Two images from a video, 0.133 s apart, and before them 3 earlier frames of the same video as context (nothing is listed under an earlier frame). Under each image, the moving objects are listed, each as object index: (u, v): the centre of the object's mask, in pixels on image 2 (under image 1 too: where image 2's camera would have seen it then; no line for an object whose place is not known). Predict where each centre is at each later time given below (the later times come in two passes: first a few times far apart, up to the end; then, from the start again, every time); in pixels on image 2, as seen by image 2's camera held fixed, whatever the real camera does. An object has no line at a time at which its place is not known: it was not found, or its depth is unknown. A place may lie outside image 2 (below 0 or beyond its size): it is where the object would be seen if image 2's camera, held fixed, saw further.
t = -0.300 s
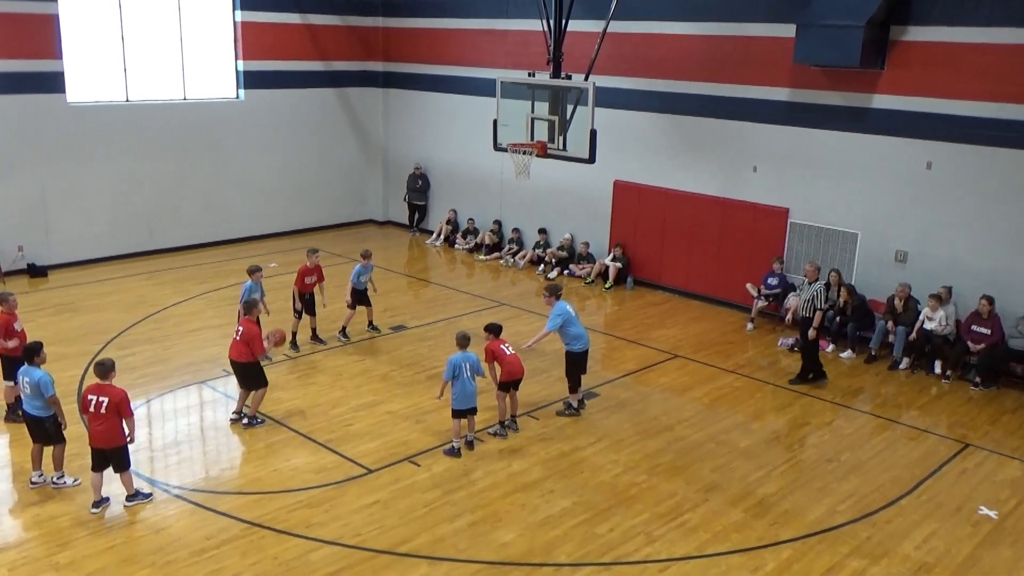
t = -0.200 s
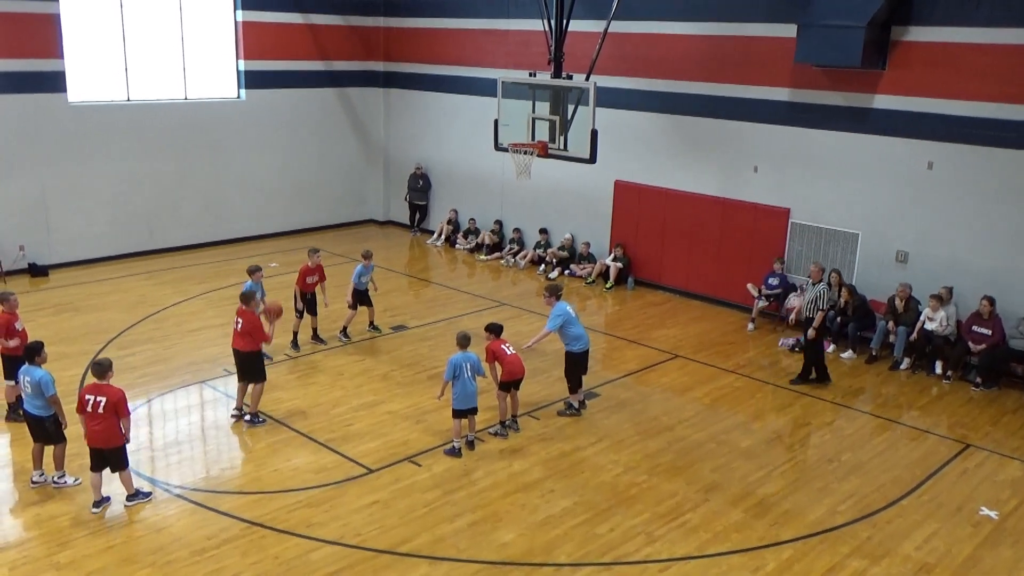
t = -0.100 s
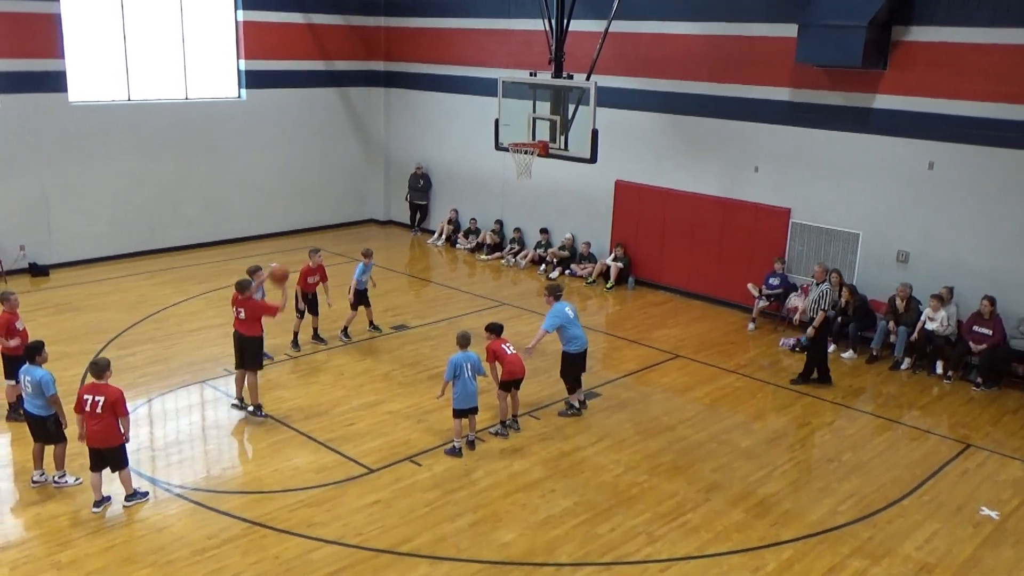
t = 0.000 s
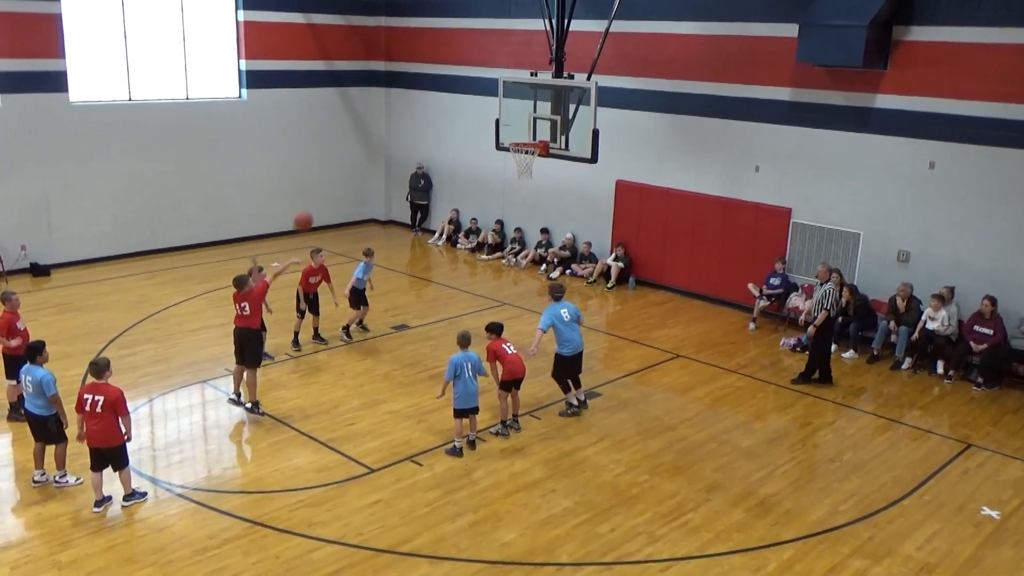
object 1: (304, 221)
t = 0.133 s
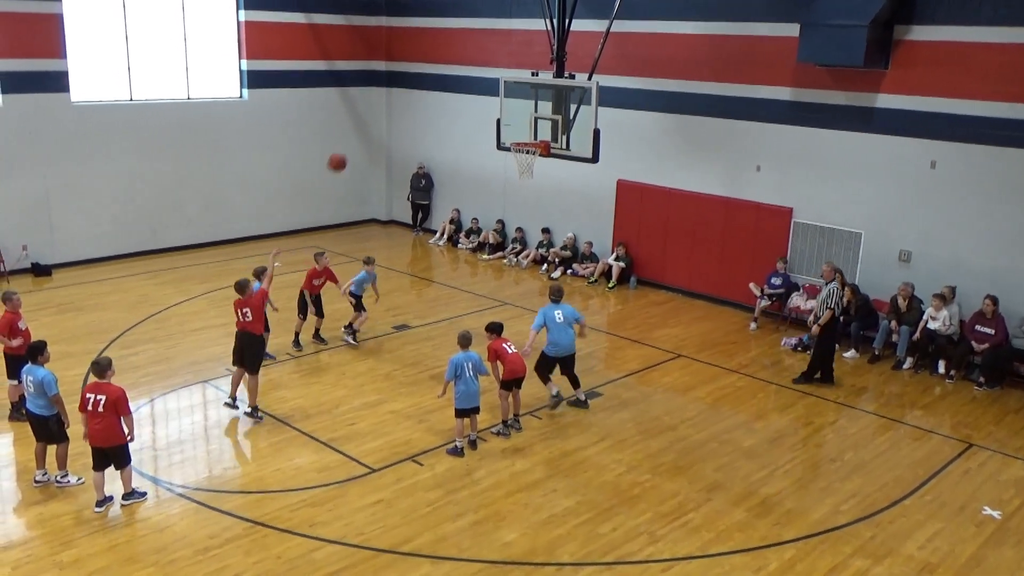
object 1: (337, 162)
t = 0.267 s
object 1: (369, 120)
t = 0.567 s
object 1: (432, 80)
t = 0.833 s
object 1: (482, 101)
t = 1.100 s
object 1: (501, 154)
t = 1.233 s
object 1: (476, 178)
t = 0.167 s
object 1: (345, 150)
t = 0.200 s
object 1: (353, 139)
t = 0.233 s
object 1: (361, 129)
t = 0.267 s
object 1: (369, 120)
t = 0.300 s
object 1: (376, 112)
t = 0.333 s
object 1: (384, 104)
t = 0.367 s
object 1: (392, 98)
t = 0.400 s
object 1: (399, 93)
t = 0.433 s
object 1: (406, 88)
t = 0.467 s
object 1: (413, 85)
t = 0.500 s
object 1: (419, 82)
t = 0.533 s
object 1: (426, 81)
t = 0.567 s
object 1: (432, 80)
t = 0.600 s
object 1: (439, 79)
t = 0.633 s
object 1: (445, 80)
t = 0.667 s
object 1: (452, 82)
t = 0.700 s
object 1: (458, 85)
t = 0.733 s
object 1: (465, 87)
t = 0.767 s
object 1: (471, 92)
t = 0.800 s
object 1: (476, 96)
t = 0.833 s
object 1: (482, 101)
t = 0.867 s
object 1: (488, 108)
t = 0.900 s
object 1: (493, 114)
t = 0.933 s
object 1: (498, 122)
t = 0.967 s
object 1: (504, 129)
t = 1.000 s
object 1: (509, 137)
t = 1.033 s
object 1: (512, 142)
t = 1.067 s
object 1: (506, 150)
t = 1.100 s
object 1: (501, 154)
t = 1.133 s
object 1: (495, 159)
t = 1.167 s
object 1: (489, 164)
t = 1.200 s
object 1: (482, 171)
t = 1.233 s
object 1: (476, 178)
